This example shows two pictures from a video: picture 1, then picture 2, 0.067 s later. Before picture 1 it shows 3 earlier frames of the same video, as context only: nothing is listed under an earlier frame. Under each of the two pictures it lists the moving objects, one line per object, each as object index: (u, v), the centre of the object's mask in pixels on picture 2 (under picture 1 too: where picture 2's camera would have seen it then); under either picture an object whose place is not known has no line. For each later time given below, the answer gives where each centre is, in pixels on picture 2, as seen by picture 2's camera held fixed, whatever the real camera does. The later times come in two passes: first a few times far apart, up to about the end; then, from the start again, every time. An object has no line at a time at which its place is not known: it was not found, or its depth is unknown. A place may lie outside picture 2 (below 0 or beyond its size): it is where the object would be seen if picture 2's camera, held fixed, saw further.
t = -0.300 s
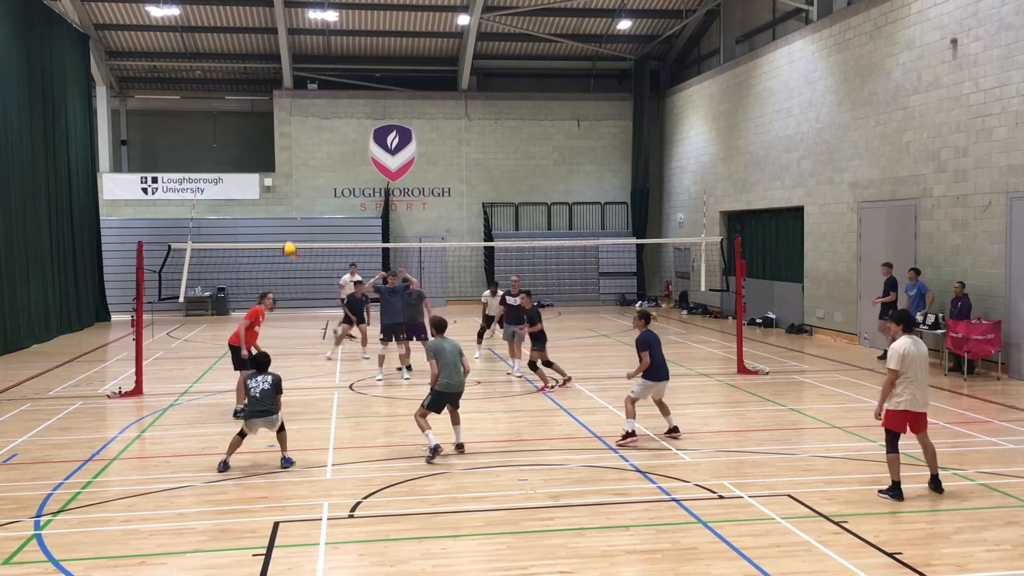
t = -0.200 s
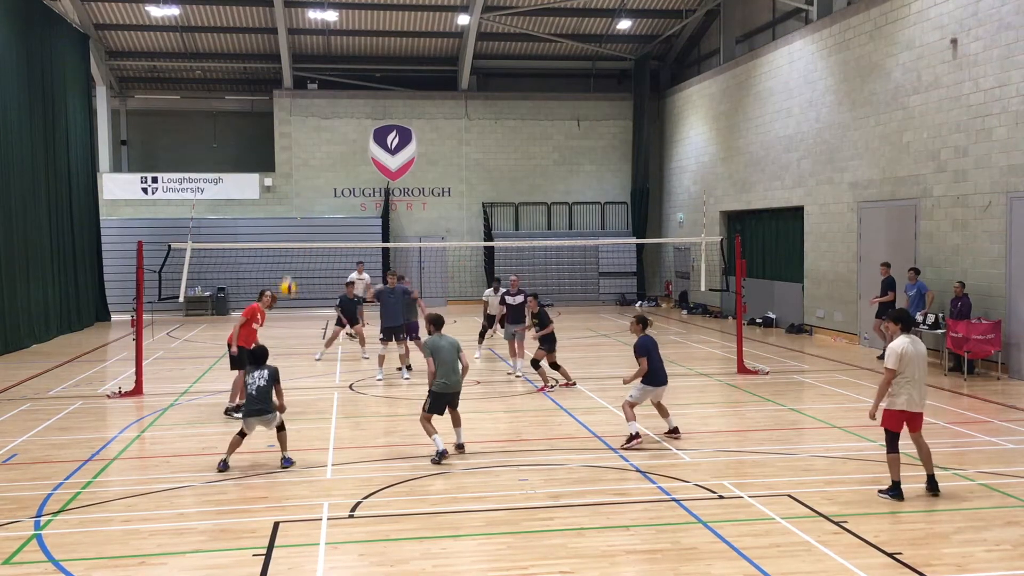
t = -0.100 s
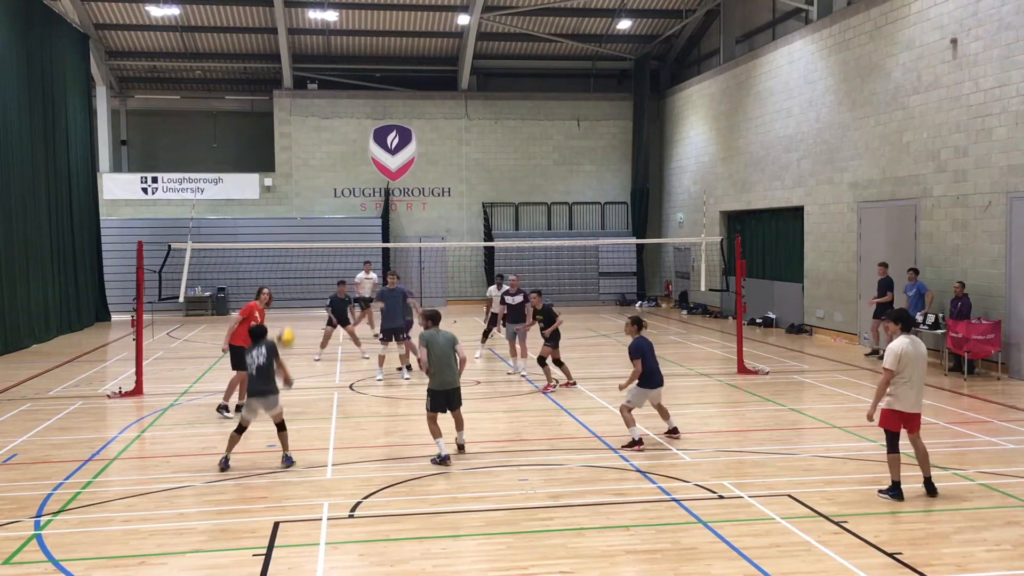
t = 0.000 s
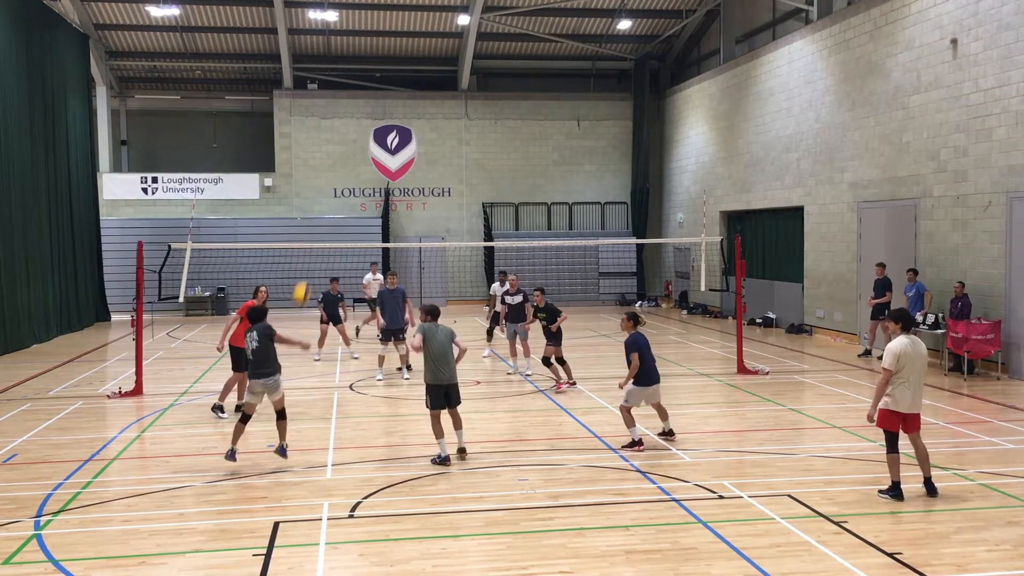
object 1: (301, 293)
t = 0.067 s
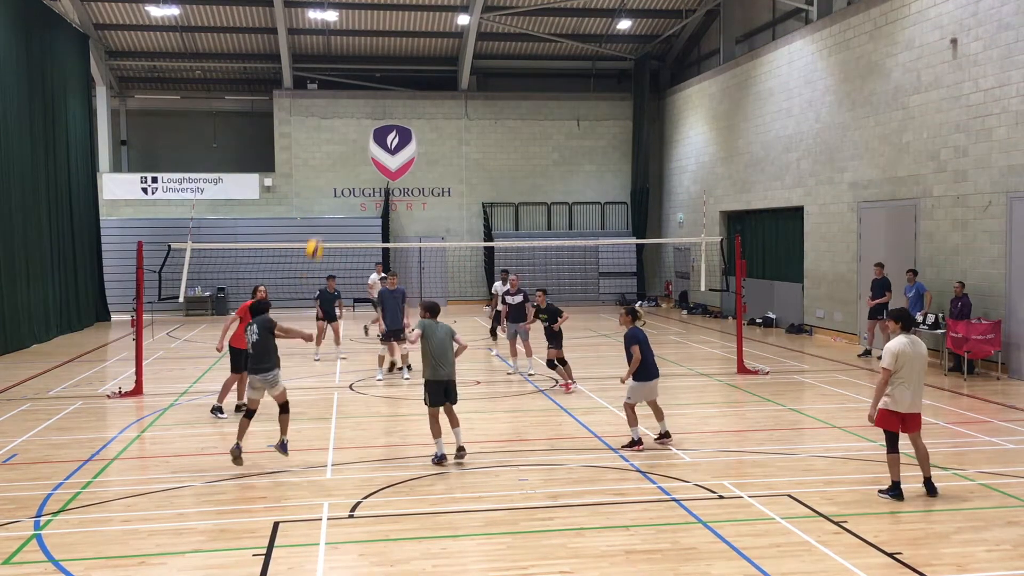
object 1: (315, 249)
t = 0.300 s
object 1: (358, 136)
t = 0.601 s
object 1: (410, 72)
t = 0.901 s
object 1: (452, 76)
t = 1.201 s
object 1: (490, 135)
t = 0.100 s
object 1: (321, 228)
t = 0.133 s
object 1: (328, 208)
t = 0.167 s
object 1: (334, 192)
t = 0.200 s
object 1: (341, 176)
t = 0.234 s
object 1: (347, 161)
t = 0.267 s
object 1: (353, 148)
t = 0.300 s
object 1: (358, 136)
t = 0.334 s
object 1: (366, 124)
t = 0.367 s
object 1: (371, 114)
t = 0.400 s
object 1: (377, 106)
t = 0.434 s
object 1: (383, 97)
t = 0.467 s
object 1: (388, 91)
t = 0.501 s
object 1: (394, 85)
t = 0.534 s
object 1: (399, 80)
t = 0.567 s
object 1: (404, 76)
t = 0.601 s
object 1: (410, 72)
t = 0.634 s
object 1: (415, 69)
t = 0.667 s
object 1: (420, 67)
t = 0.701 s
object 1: (425, 66)
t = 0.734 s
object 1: (430, 66)
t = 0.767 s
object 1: (435, 67)
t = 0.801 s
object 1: (439, 68)
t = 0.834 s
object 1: (444, 70)
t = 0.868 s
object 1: (448, 73)
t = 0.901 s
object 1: (452, 76)
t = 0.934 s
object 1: (457, 81)
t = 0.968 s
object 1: (462, 85)
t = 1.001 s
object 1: (466, 91)
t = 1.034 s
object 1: (471, 96)
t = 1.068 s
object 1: (475, 103)
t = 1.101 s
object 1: (479, 111)
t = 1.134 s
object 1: (483, 118)
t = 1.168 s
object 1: (487, 127)
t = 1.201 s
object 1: (490, 135)
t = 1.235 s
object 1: (494, 145)
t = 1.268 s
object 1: (497, 154)
